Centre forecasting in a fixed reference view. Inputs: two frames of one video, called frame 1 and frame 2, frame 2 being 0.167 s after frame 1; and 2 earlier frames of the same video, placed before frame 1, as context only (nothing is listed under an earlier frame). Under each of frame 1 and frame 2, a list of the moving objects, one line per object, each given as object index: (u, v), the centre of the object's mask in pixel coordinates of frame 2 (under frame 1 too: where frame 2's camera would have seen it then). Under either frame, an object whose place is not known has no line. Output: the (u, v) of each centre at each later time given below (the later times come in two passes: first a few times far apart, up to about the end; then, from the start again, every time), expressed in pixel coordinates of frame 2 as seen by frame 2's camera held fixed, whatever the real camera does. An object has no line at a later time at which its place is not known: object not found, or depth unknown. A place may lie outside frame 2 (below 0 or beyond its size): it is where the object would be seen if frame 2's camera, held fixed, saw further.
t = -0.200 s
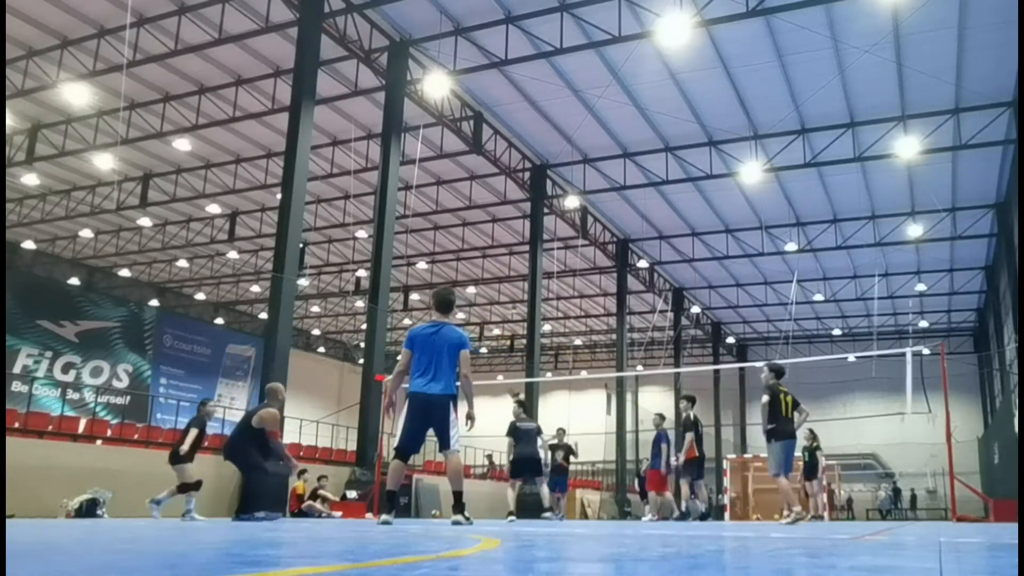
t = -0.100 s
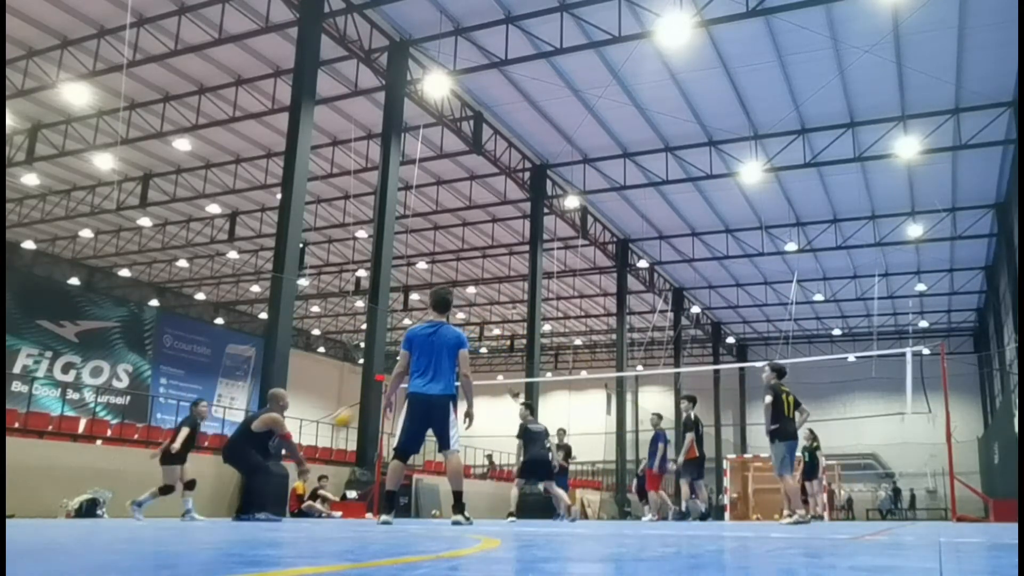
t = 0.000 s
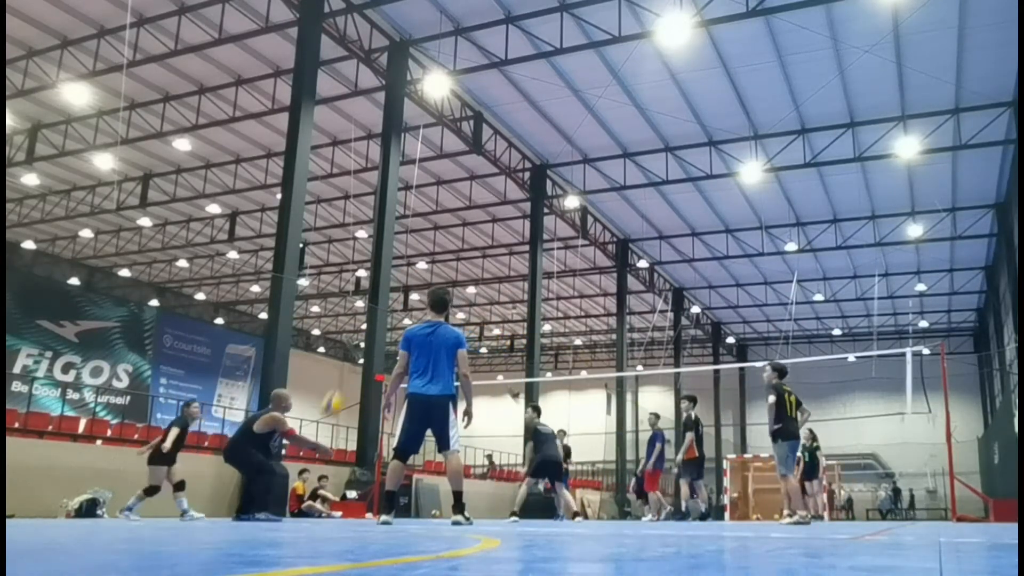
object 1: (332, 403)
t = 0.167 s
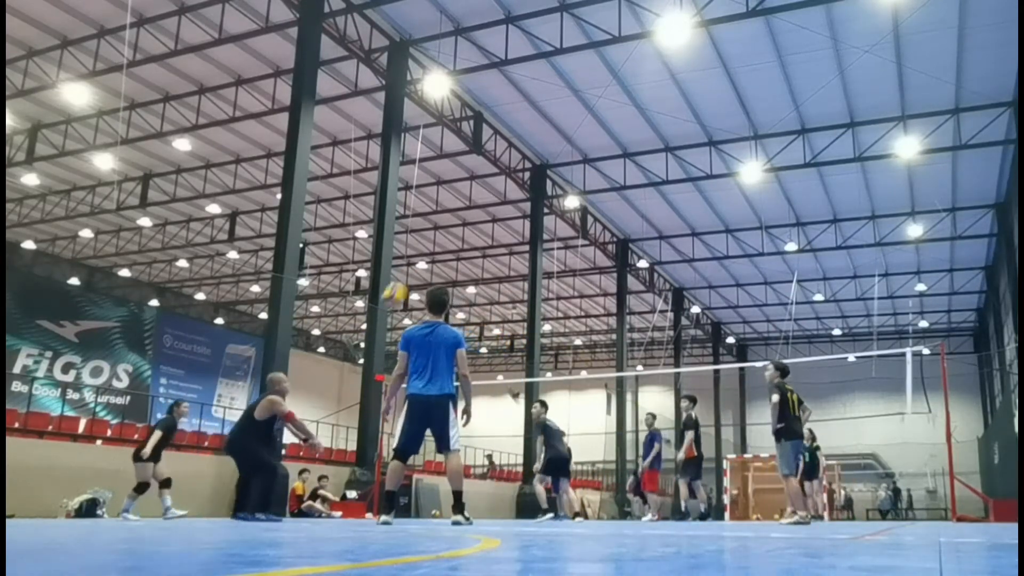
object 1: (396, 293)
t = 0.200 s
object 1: (407, 276)
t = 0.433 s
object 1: (498, 160)
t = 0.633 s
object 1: (580, 96)
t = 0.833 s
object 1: (674, 63)
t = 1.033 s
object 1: (786, 74)
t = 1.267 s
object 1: (960, 164)
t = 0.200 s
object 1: (407, 276)
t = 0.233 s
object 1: (420, 254)
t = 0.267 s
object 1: (432, 238)
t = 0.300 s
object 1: (444, 221)
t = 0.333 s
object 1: (458, 206)
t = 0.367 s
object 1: (471, 190)
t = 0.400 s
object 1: (484, 174)
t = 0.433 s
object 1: (498, 160)
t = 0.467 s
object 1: (511, 148)
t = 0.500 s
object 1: (524, 137)
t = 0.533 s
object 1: (537, 124)
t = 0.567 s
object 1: (552, 115)
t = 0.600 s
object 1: (565, 104)
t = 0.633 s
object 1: (580, 96)
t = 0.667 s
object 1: (595, 88)
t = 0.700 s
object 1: (610, 80)
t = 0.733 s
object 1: (626, 75)
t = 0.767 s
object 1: (641, 68)
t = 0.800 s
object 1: (658, 67)
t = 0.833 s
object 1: (674, 63)
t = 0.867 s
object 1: (692, 63)
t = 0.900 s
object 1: (709, 62)
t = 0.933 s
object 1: (727, 62)
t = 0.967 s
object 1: (746, 64)
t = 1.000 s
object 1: (766, 68)
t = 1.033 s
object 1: (786, 74)
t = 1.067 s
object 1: (807, 80)
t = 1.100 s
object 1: (830, 89)
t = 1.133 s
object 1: (853, 100)
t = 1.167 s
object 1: (876, 111)
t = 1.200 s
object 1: (902, 123)
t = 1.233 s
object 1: (931, 146)
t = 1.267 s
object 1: (960, 164)
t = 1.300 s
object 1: (993, 191)
